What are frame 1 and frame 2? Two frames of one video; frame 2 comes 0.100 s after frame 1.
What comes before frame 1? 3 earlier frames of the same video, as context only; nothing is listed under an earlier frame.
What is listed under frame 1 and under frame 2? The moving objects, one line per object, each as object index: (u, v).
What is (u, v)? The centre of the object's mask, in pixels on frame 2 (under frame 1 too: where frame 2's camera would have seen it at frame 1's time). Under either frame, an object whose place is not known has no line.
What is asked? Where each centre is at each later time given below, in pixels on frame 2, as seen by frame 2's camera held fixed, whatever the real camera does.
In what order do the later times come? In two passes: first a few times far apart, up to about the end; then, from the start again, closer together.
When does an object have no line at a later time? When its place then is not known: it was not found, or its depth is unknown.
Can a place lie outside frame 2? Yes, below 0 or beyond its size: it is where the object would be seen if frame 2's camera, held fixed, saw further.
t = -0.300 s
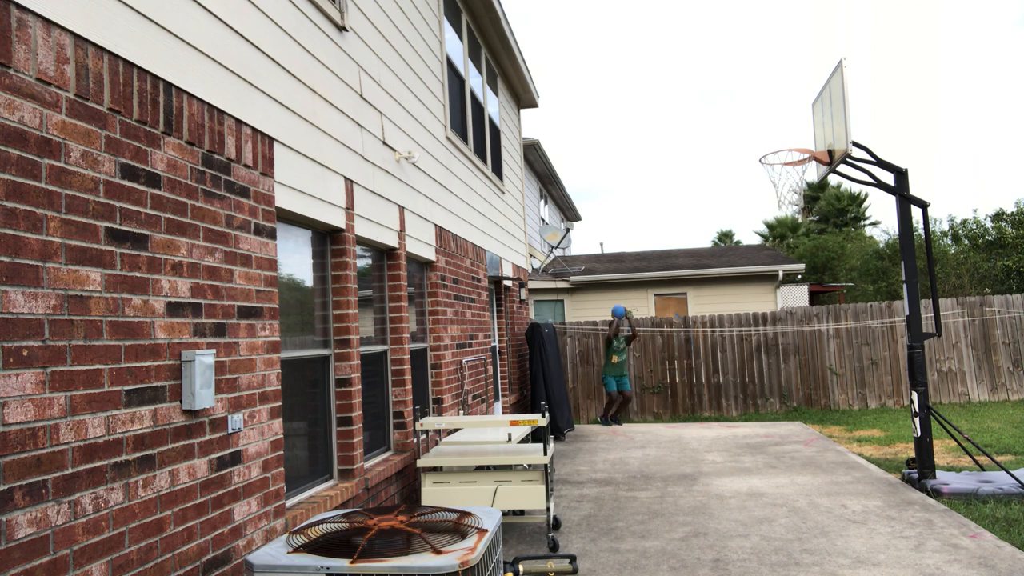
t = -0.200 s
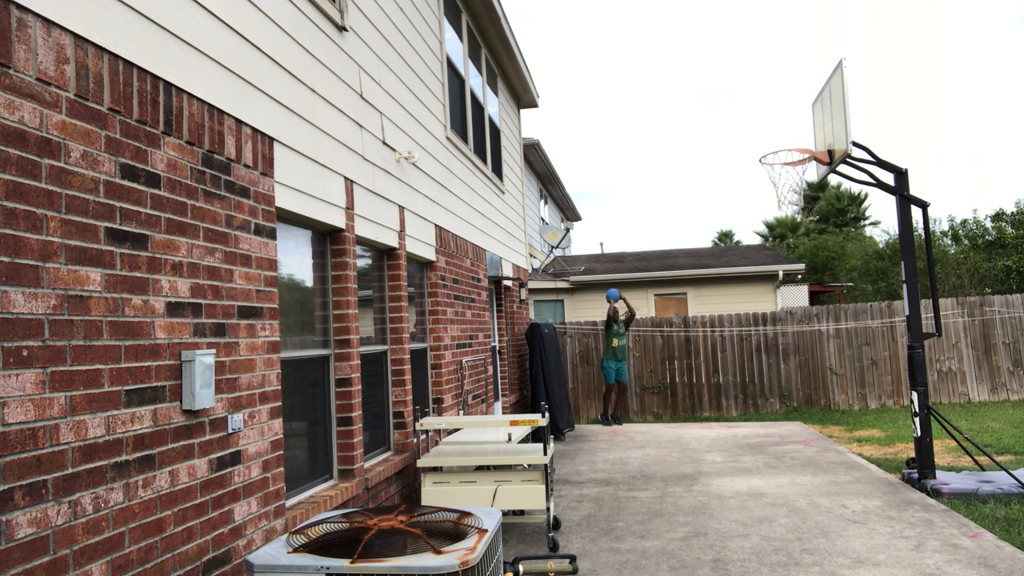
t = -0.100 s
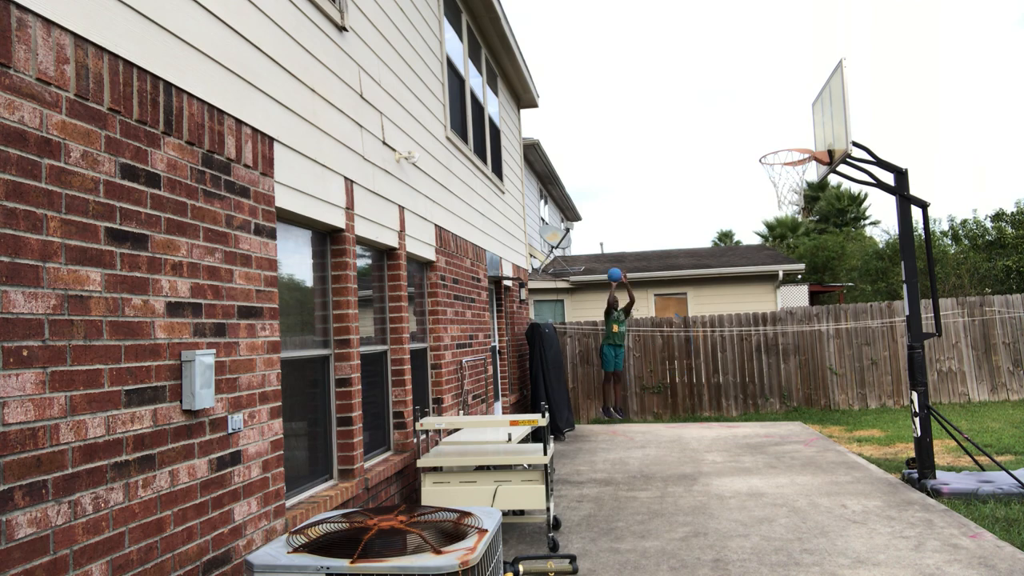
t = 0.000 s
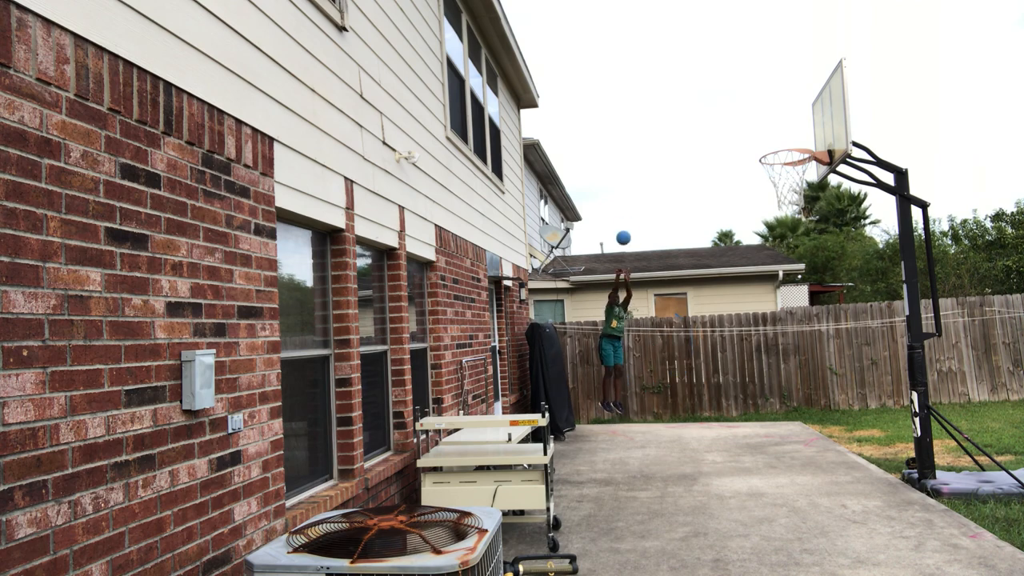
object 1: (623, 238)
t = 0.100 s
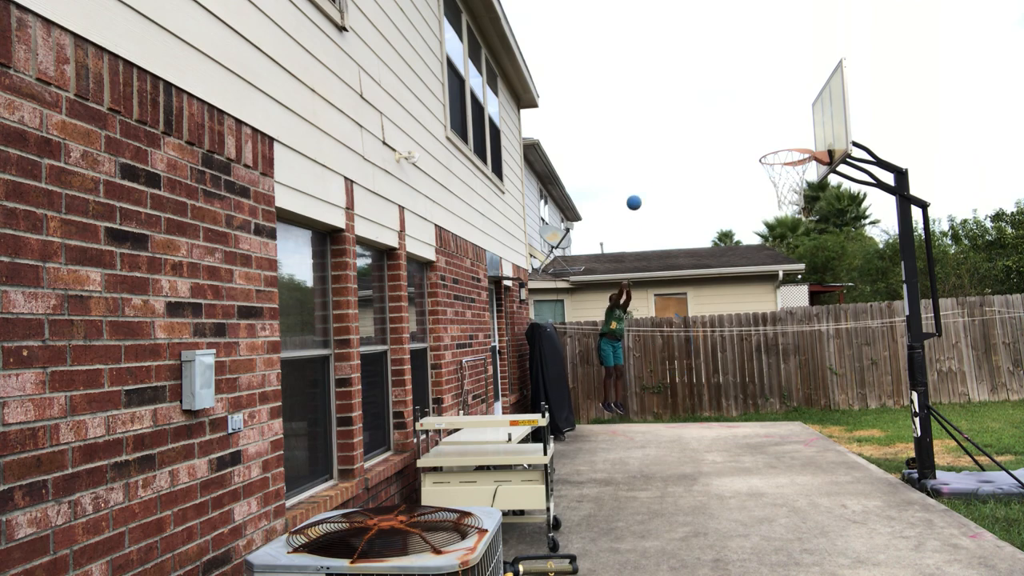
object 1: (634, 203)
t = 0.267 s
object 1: (655, 155)
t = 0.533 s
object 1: (700, 112)
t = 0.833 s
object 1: (772, 131)
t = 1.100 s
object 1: (772, 180)
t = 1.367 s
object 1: (736, 221)
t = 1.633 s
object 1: (708, 330)
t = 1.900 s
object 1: (689, 456)
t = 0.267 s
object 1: (655, 155)
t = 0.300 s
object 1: (660, 147)
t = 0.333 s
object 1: (665, 140)
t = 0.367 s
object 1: (670, 134)
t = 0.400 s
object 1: (676, 128)
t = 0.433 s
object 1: (681, 123)
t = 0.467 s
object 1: (687, 118)
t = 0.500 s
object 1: (693, 115)
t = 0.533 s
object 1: (700, 112)
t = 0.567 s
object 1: (707, 110)
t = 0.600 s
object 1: (714, 109)
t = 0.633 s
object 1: (721, 109)
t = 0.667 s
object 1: (728, 110)
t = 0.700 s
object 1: (737, 111)
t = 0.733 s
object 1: (745, 114)
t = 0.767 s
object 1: (753, 119)
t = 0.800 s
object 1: (762, 124)
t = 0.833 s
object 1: (772, 131)
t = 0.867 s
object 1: (782, 138)
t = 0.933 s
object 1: (799, 161)
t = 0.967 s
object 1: (797, 167)
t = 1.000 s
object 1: (792, 174)
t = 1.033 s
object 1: (785, 177)
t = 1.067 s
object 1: (778, 179)
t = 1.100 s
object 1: (772, 180)
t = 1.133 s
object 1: (767, 180)
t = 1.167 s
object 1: (762, 183)
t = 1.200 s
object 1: (758, 186)
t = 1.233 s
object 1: (753, 191)
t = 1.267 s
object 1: (749, 197)
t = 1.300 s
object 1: (744, 204)
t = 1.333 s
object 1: (740, 212)
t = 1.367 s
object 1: (736, 221)
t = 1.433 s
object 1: (728, 241)
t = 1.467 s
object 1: (724, 254)
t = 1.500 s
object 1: (721, 267)
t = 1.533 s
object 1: (717, 281)
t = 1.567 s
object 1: (714, 296)
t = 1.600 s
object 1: (711, 312)
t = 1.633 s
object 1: (708, 330)
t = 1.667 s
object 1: (705, 348)
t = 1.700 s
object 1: (703, 367)
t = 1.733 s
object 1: (700, 389)
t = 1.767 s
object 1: (697, 410)
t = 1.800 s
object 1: (694, 432)
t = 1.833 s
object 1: (692, 456)
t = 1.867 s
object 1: (691, 479)
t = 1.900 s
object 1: (689, 456)
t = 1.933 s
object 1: (687, 435)
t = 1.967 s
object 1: (686, 415)
